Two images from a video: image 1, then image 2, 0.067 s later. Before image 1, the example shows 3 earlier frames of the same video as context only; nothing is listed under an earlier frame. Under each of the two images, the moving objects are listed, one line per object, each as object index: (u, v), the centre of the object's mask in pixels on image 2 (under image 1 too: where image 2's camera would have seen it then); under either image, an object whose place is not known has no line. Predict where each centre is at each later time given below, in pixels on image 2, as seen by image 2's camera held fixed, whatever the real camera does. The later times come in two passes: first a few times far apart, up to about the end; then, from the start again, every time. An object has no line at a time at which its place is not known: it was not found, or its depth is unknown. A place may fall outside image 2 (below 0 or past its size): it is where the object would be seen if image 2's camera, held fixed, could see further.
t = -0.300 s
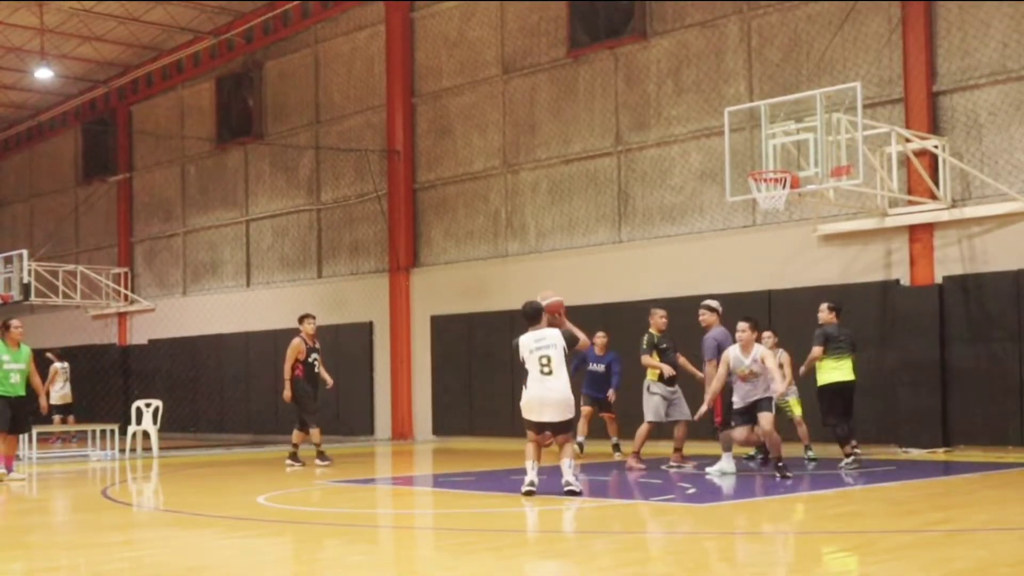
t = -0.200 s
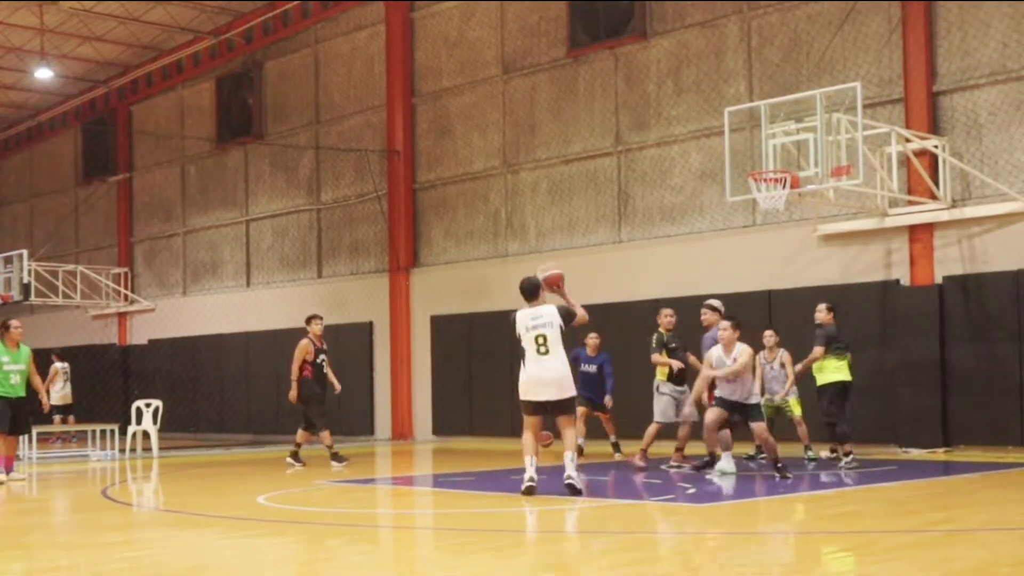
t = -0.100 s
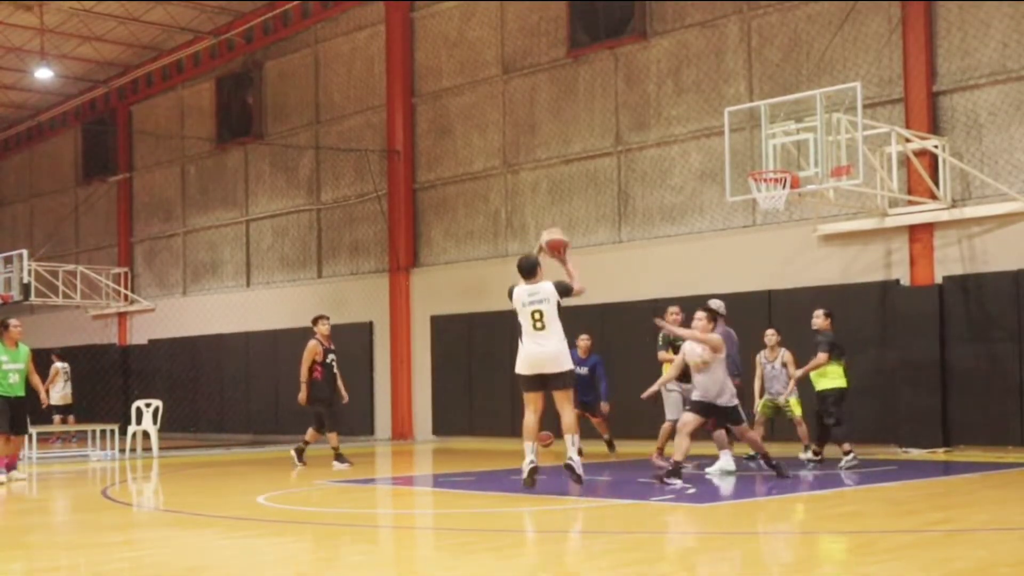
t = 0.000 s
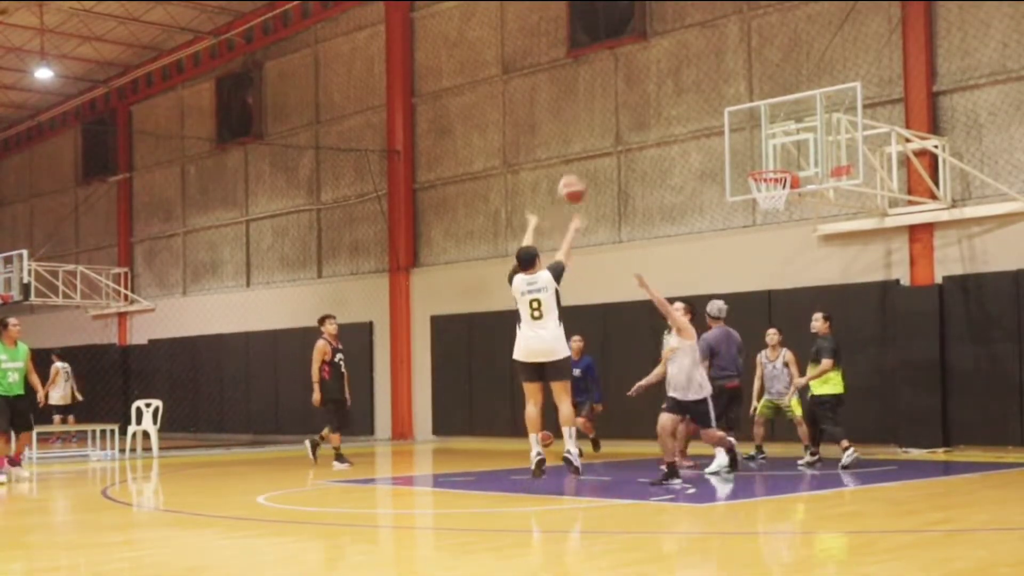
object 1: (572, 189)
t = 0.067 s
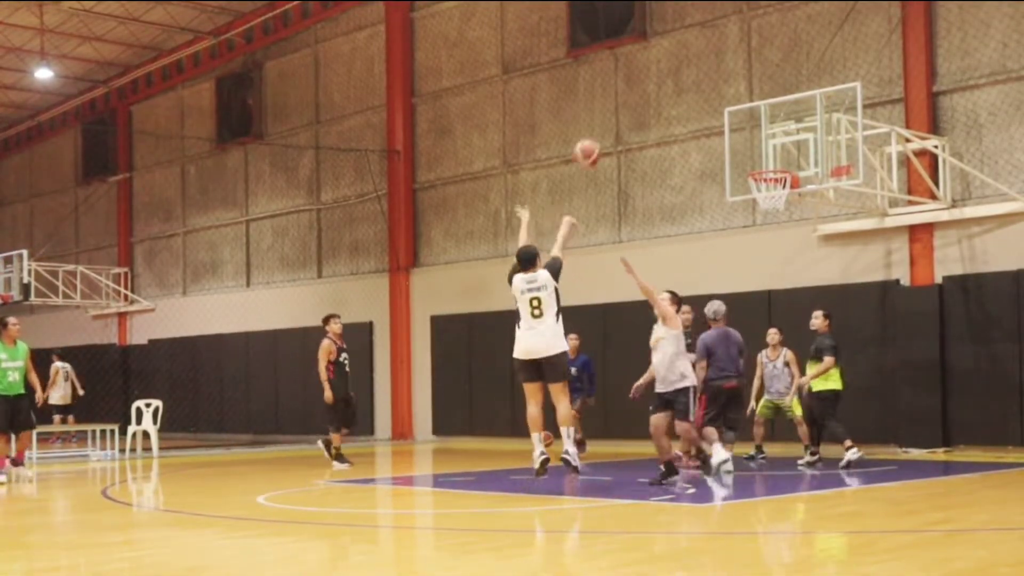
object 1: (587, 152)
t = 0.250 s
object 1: (627, 87)
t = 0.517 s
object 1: (681, 58)
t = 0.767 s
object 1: (728, 96)
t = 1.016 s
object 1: (769, 184)
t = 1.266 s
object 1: (794, 240)
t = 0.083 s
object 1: (591, 144)
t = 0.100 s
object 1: (595, 137)
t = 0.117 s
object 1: (599, 129)
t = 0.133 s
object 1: (602, 123)
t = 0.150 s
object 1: (606, 117)
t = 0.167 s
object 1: (610, 112)
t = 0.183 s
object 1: (613, 106)
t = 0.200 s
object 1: (616, 101)
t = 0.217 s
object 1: (620, 95)
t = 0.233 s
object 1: (623, 91)
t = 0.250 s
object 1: (627, 87)
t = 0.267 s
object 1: (631, 82)
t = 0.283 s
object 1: (635, 79)
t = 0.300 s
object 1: (637, 75)
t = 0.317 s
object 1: (642, 72)
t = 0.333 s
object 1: (645, 69)
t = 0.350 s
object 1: (647, 66)
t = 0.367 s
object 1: (651, 64)
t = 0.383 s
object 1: (654, 62)
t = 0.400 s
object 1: (657, 61)
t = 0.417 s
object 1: (661, 59)
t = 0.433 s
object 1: (665, 59)
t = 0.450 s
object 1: (668, 58)
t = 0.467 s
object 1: (671, 58)
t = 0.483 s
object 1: (675, 58)
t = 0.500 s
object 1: (678, 58)
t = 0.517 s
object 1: (681, 58)
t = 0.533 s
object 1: (685, 59)
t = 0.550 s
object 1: (688, 60)
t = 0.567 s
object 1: (691, 62)
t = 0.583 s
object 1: (694, 62)
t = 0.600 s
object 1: (697, 64)
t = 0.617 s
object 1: (700, 65)
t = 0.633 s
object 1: (704, 68)
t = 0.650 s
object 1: (706, 71)
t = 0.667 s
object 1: (710, 74)
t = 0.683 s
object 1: (713, 76)
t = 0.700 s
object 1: (715, 80)
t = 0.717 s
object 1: (718, 84)
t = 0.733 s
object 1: (721, 88)
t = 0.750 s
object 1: (724, 92)
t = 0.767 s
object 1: (728, 96)
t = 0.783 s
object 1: (730, 101)
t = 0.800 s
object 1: (733, 105)
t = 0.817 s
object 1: (736, 111)
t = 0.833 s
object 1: (739, 115)
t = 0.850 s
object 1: (742, 121)
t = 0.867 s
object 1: (745, 126)
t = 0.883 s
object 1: (746, 131)
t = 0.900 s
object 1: (749, 138)
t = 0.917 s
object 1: (752, 144)
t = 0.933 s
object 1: (755, 151)
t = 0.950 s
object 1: (758, 157)
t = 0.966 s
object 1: (761, 162)
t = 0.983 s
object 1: (763, 167)
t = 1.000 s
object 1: (765, 178)
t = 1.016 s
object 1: (769, 184)
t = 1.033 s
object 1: (772, 186)
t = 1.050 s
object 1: (774, 193)
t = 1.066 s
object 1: (777, 199)
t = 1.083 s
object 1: (777, 200)
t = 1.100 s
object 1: (779, 201)
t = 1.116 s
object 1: (782, 205)
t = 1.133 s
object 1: (783, 206)
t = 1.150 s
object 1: (784, 208)
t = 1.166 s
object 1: (785, 213)
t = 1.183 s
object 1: (786, 218)
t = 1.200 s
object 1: (787, 221)
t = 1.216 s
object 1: (788, 225)
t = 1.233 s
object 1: (790, 230)
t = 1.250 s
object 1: (793, 235)
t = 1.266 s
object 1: (794, 240)
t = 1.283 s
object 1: (795, 244)
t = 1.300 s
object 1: (796, 250)
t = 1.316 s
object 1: (798, 256)
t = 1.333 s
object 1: (799, 262)
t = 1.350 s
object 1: (801, 269)
